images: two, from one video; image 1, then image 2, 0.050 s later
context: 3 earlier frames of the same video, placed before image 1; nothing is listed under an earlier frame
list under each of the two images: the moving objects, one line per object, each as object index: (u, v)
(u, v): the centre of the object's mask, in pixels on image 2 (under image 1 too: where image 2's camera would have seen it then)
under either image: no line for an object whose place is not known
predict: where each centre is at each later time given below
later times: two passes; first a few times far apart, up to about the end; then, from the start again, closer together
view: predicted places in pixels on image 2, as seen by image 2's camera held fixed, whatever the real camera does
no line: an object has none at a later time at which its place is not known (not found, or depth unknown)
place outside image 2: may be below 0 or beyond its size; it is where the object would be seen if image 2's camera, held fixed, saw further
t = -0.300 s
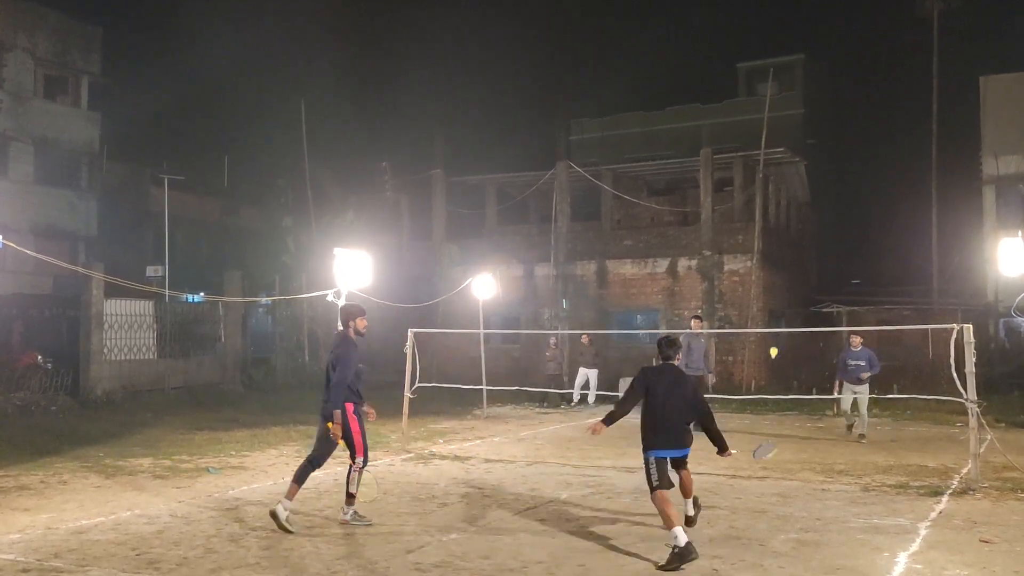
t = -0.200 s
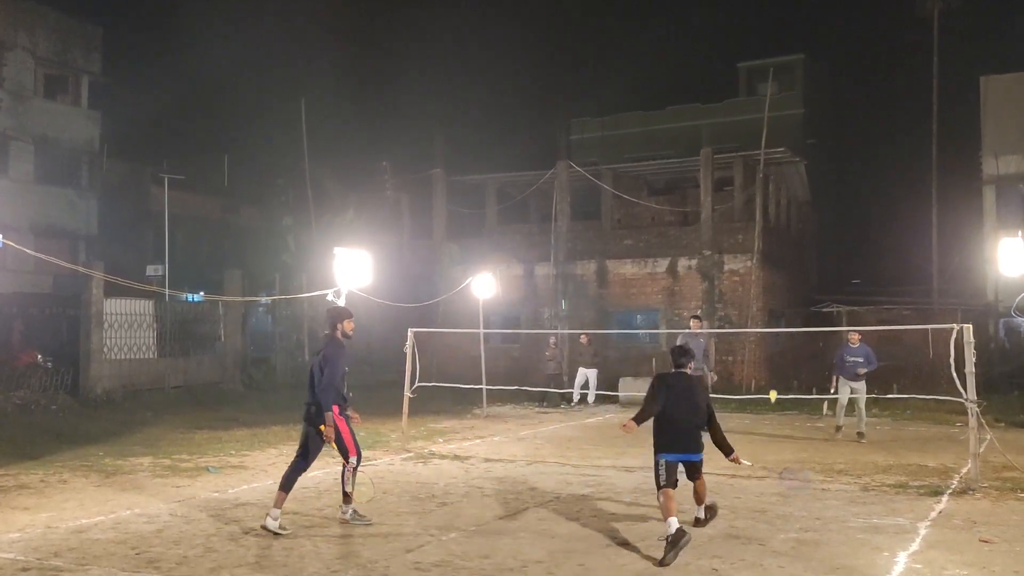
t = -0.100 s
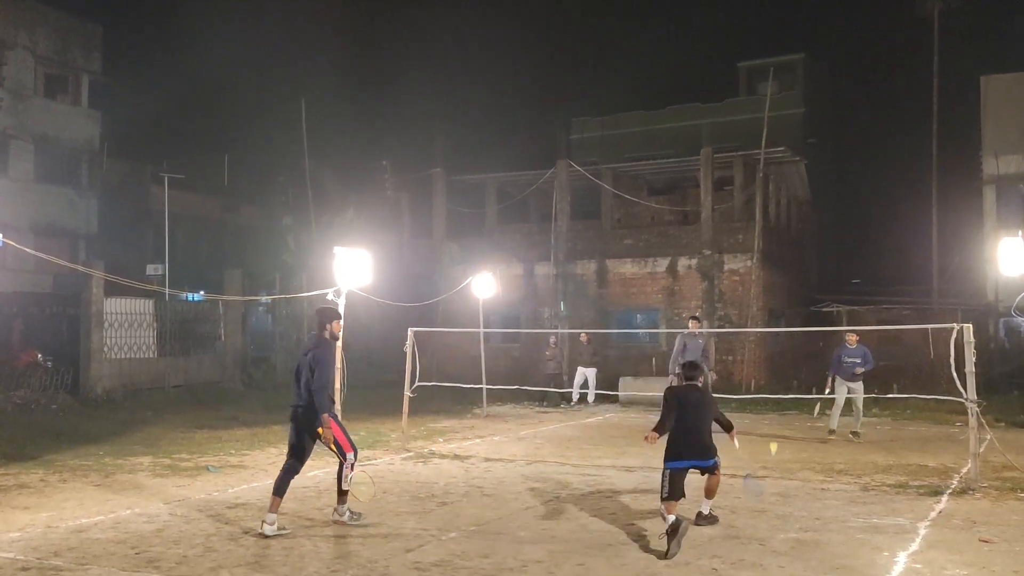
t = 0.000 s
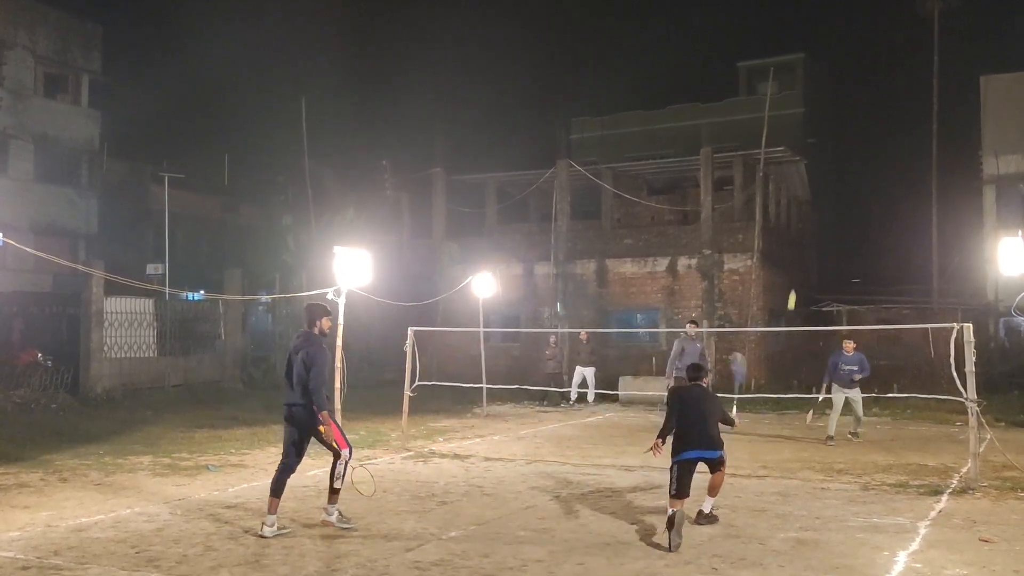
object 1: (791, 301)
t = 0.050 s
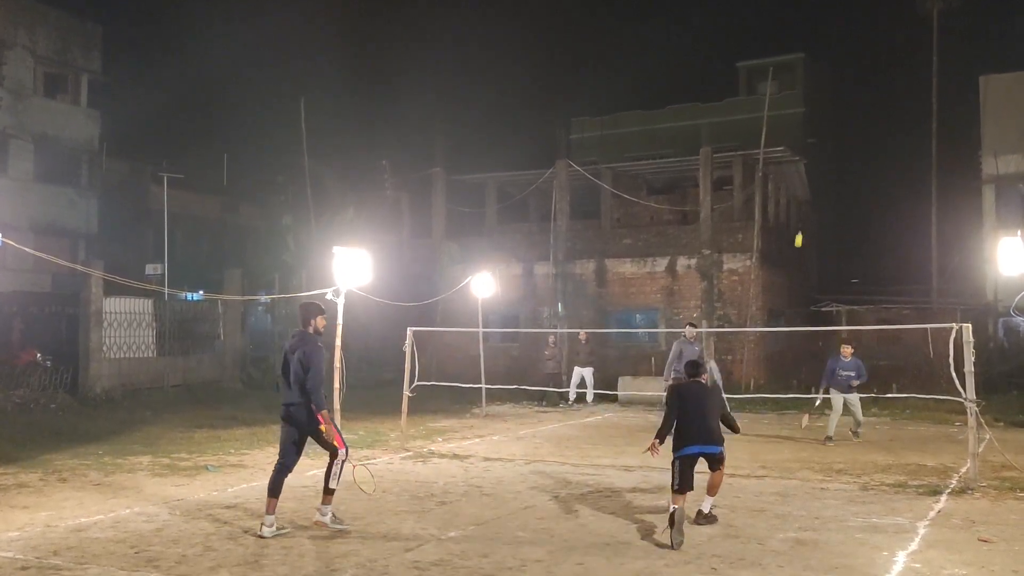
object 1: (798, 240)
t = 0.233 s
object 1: (817, 130)
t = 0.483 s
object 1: (832, 86)
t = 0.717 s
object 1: (844, 93)
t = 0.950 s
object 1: (856, 132)
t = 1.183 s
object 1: (867, 191)
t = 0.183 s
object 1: (813, 149)
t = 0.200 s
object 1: (814, 142)
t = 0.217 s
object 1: (815, 136)
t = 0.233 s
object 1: (817, 130)
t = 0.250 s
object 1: (818, 124)
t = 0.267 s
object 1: (819, 119)
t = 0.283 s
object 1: (821, 114)
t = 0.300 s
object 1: (822, 110)
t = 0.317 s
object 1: (823, 106)
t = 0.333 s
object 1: (824, 103)
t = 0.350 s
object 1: (825, 100)
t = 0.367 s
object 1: (826, 98)
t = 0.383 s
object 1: (827, 95)
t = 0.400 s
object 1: (827, 93)
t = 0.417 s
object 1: (828, 91)
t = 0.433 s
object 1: (829, 90)
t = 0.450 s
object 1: (830, 88)
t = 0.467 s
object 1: (831, 87)
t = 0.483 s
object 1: (832, 86)
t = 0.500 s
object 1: (833, 85)
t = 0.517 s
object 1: (833, 85)
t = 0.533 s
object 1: (834, 85)
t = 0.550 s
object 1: (835, 85)
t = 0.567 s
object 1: (836, 85)
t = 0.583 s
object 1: (837, 84)
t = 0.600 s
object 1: (837, 85)
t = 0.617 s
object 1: (838, 86)
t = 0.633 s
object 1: (839, 86)
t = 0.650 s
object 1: (840, 87)
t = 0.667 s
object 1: (841, 88)
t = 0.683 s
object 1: (842, 90)
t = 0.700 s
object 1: (843, 92)
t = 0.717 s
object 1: (844, 93)
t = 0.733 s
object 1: (845, 95)
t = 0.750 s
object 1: (846, 97)
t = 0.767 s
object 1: (846, 99)
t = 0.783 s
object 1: (847, 101)
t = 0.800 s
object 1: (848, 104)
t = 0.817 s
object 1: (849, 107)
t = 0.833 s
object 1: (850, 110)
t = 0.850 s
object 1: (851, 112)
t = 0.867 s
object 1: (852, 115)
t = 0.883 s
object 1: (852, 118)
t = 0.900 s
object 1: (853, 121)
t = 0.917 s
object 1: (854, 125)
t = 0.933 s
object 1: (855, 128)
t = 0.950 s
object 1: (856, 132)
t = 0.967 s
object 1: (857, 136)
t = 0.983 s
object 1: (858, 139)
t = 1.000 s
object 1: (858, 143)
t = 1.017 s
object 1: (859, 147)
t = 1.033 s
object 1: (860, 151)
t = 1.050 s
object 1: (861, 155)
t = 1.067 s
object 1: (861, 160)
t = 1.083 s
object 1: (862, 164)
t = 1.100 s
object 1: (863, 168)
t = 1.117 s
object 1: (864, 173)
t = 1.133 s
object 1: (865, 177)
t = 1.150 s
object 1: (866, 182)
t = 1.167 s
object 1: (867, 186)
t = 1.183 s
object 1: (867, 191)
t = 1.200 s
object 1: (868, 196)
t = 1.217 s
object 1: (868, 201)
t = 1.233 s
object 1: (869, 206)
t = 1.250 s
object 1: (870, 211)
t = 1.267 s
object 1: (871, 216)
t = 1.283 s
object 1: (872, 221)
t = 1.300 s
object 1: (873, 226)
